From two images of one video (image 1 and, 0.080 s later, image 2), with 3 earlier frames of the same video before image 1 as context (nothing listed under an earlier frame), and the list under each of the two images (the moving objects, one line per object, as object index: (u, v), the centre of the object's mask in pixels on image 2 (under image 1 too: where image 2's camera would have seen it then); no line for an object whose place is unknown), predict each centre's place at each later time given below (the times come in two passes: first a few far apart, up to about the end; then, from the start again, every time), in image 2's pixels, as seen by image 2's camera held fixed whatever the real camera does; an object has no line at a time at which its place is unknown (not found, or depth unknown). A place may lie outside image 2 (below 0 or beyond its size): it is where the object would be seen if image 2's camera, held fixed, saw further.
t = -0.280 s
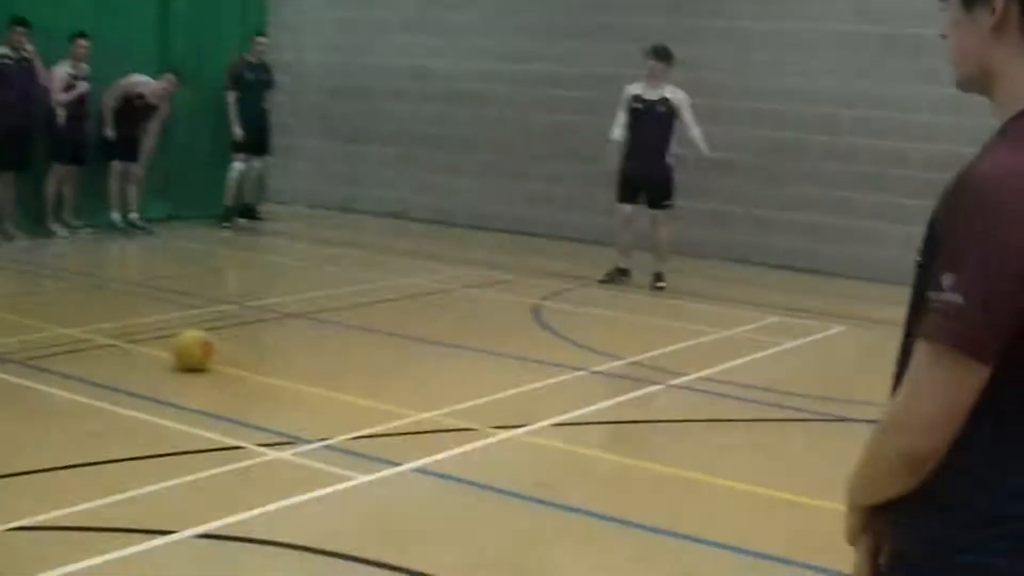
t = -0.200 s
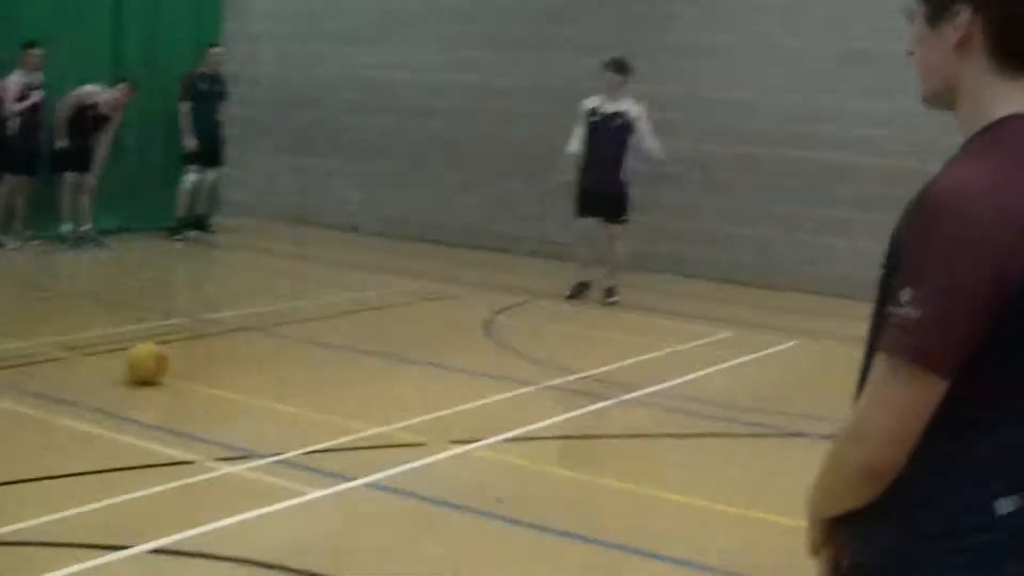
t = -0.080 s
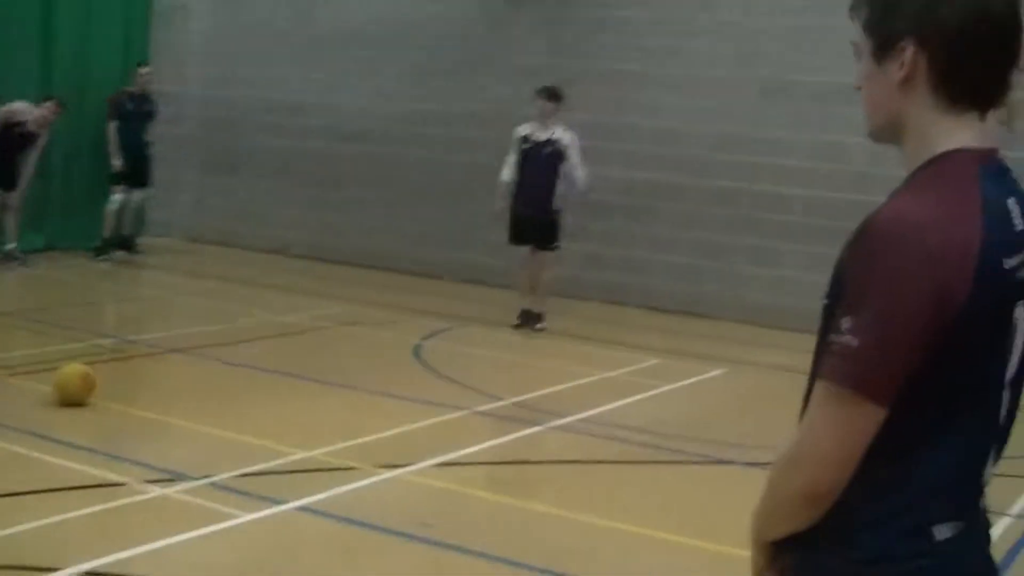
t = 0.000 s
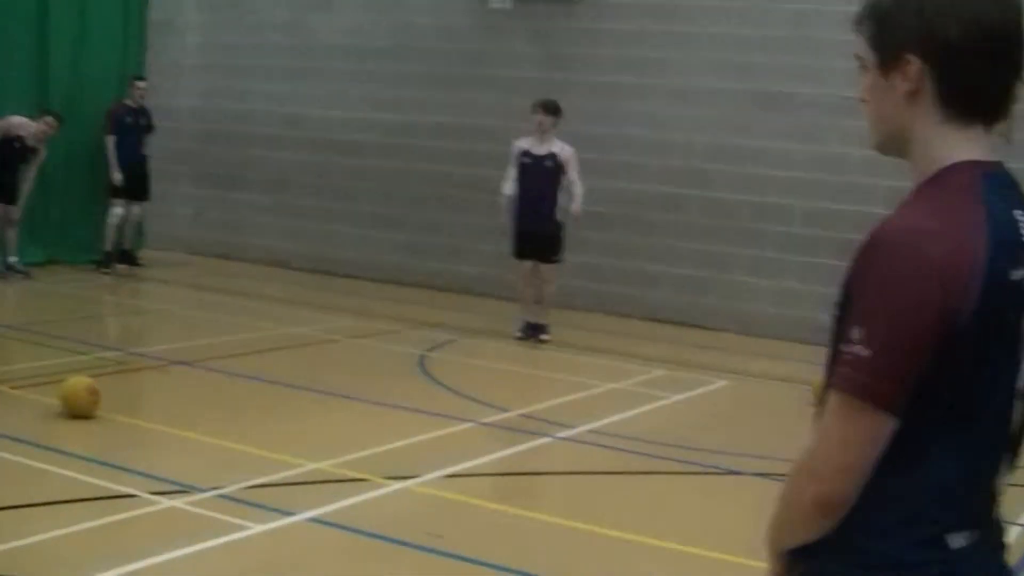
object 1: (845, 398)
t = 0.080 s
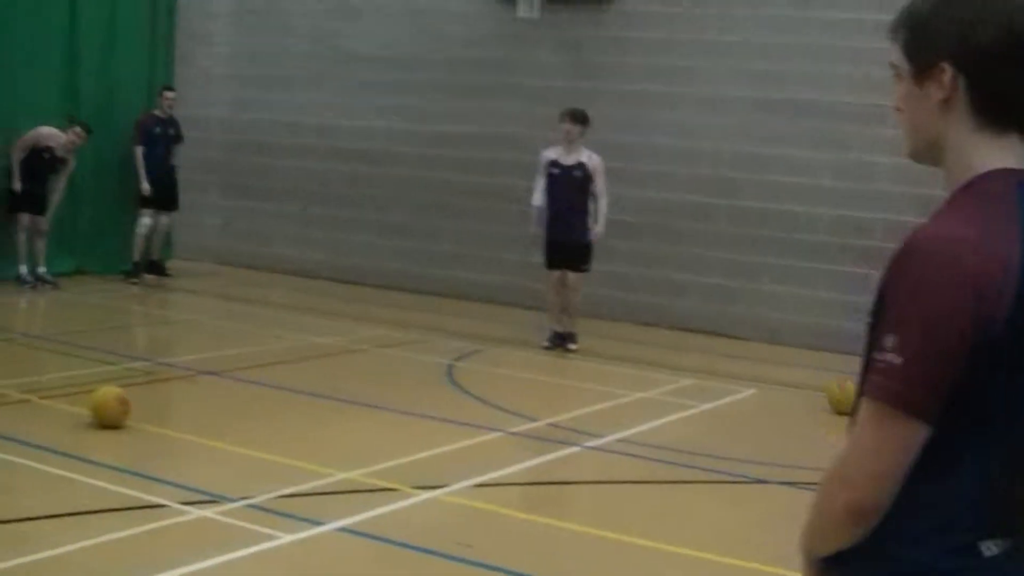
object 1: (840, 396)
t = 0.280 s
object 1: (816, 394)
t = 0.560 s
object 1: (777, 392)
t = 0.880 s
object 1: (738, 388)
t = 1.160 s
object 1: (708, 385)
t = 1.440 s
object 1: (680, 382)
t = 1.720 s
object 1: (654, 379)
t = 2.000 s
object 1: (633, 377)
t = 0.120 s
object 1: (837, 394)
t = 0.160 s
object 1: (834, 396)
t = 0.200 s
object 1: (830, 394)
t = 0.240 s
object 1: (822, 395)
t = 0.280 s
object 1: (816, 394)
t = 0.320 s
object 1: (809, 394)
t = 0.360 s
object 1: (804, 393)
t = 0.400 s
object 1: (798, 392)
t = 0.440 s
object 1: (794, 392)
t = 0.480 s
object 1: (788, 392)
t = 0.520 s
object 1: (782, 392)
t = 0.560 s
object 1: (777, 392)
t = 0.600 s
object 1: (771, 391)
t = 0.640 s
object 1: (767, 390)
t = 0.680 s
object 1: (762, 390)
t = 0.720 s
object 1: (757, 389)
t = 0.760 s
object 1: (753, 389)
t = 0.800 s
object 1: (748, 388)
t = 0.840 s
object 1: (743, 388)
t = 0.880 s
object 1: (738, 388)
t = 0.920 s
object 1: (734, 387)
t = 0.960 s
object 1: (730, 387)
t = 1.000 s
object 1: (725, 387)
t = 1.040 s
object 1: (720, 386)
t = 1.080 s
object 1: (716, 386)
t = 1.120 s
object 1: (713, 385)
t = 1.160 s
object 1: (708, 385)
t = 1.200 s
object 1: (706, 385)
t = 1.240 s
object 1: (701, 384)
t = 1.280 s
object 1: (696, 384)
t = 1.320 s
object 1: (693, 384)
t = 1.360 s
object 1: (687, 383)
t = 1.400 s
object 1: (684, 383)
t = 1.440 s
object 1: (680, 382)
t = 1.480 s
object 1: (676, 382)
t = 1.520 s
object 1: (673, 382)
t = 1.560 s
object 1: (670, 382)
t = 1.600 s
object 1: (665, 382)
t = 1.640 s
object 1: (661, 381)
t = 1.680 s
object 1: (658, 380)
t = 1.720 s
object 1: (654, 379)
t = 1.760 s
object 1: (651, 379)
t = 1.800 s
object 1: (648, 379)
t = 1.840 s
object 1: (645, 378)
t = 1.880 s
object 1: (642, 379)
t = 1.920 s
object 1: (640, 378)
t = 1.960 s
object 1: (636, 378)
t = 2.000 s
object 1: (633, 377)
